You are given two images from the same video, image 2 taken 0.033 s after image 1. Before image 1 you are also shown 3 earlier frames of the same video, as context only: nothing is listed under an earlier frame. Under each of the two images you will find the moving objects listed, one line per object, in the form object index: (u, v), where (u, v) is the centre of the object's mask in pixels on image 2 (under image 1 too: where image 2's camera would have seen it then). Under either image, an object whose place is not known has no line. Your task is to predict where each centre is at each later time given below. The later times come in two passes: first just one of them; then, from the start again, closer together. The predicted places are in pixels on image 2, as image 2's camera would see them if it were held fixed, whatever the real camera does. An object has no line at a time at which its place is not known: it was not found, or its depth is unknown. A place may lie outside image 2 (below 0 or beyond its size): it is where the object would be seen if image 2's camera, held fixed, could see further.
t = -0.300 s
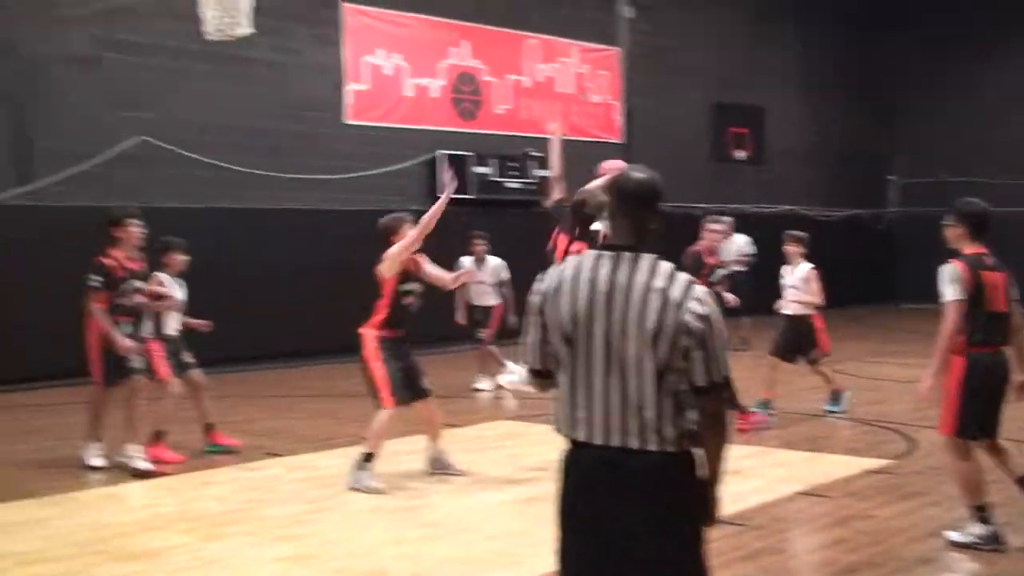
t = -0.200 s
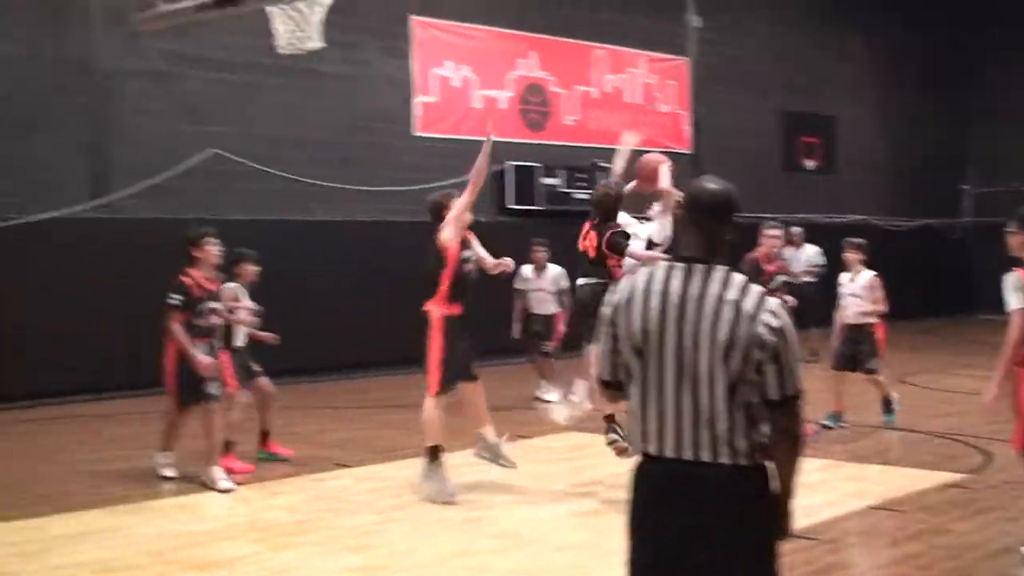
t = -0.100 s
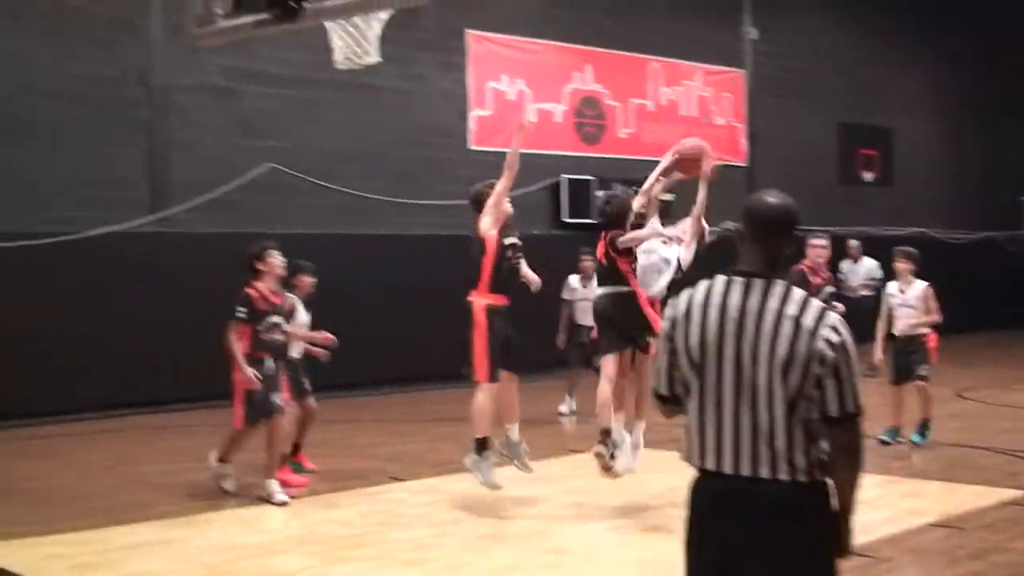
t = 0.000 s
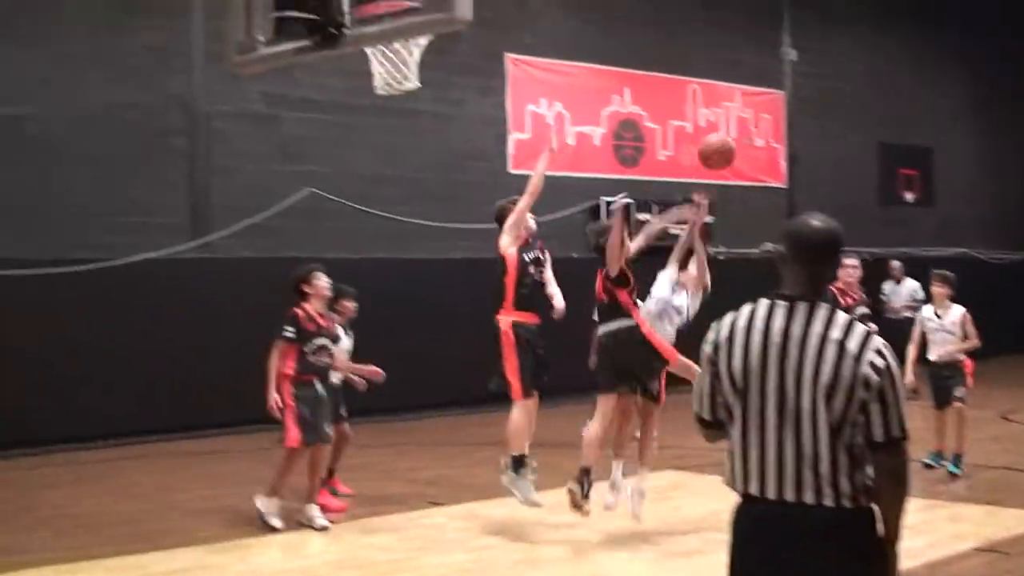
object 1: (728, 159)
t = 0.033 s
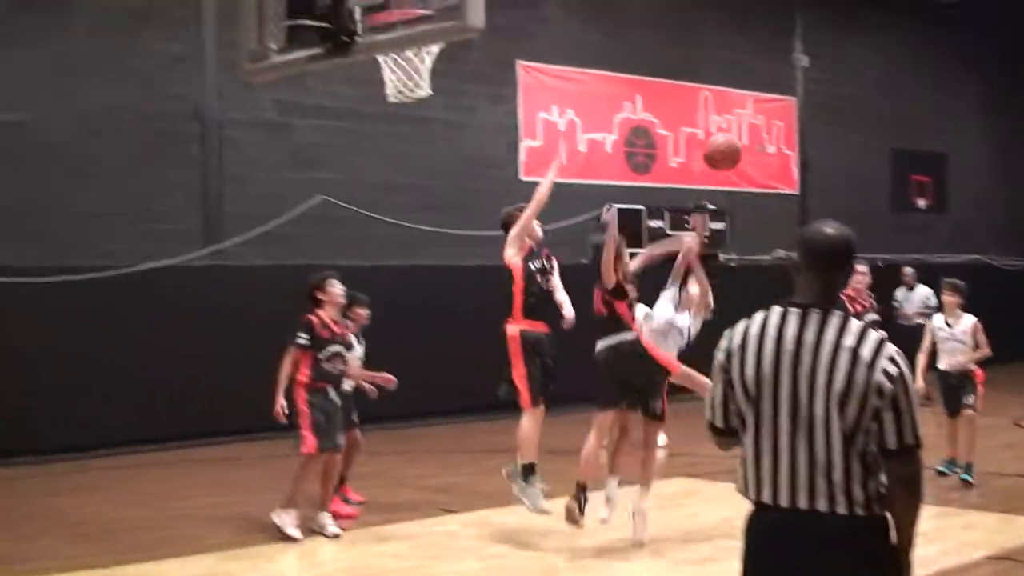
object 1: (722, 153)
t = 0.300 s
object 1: (674, 166)
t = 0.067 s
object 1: (716, 149)
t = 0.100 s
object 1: (710, 146)
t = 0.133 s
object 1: (705, 145)
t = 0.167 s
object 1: (699, 146)
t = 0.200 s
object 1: (693, 148)
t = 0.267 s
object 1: (680, 158)
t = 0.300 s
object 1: (674, 166)
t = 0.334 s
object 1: (667, 177)
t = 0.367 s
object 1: (660, 189)
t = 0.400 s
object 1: (652, 205)
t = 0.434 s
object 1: (645, 222)
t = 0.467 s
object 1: (636, 243)
